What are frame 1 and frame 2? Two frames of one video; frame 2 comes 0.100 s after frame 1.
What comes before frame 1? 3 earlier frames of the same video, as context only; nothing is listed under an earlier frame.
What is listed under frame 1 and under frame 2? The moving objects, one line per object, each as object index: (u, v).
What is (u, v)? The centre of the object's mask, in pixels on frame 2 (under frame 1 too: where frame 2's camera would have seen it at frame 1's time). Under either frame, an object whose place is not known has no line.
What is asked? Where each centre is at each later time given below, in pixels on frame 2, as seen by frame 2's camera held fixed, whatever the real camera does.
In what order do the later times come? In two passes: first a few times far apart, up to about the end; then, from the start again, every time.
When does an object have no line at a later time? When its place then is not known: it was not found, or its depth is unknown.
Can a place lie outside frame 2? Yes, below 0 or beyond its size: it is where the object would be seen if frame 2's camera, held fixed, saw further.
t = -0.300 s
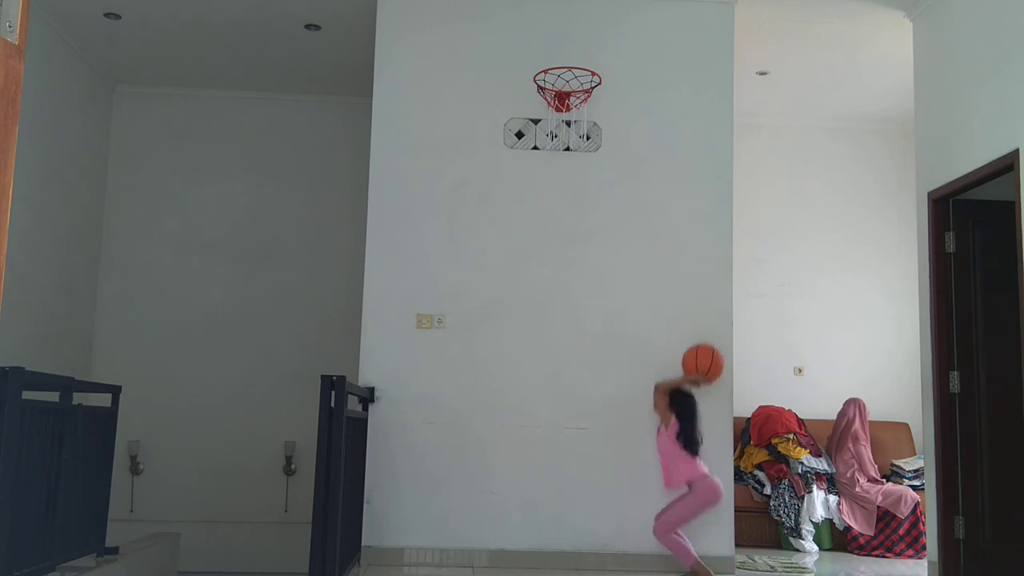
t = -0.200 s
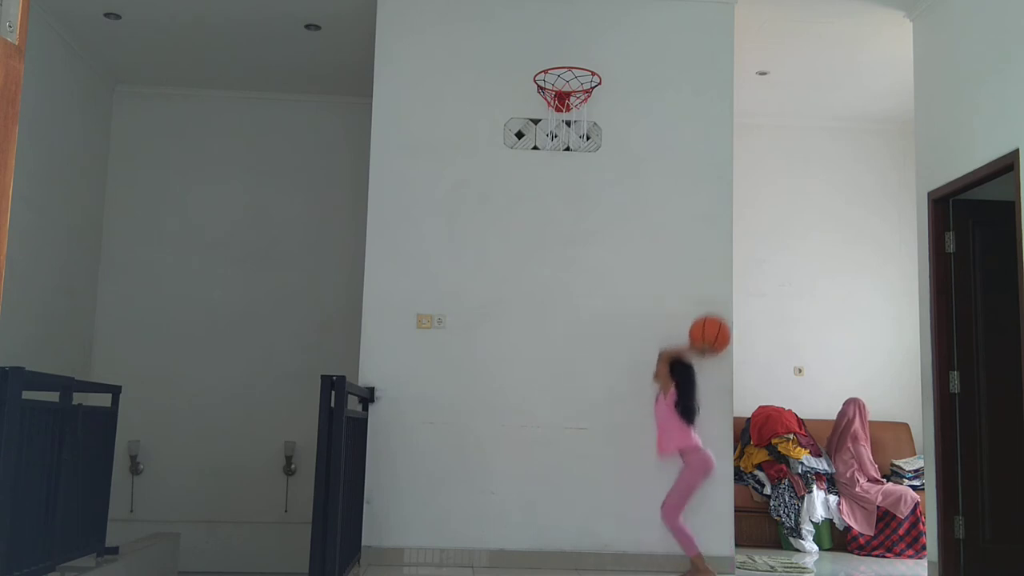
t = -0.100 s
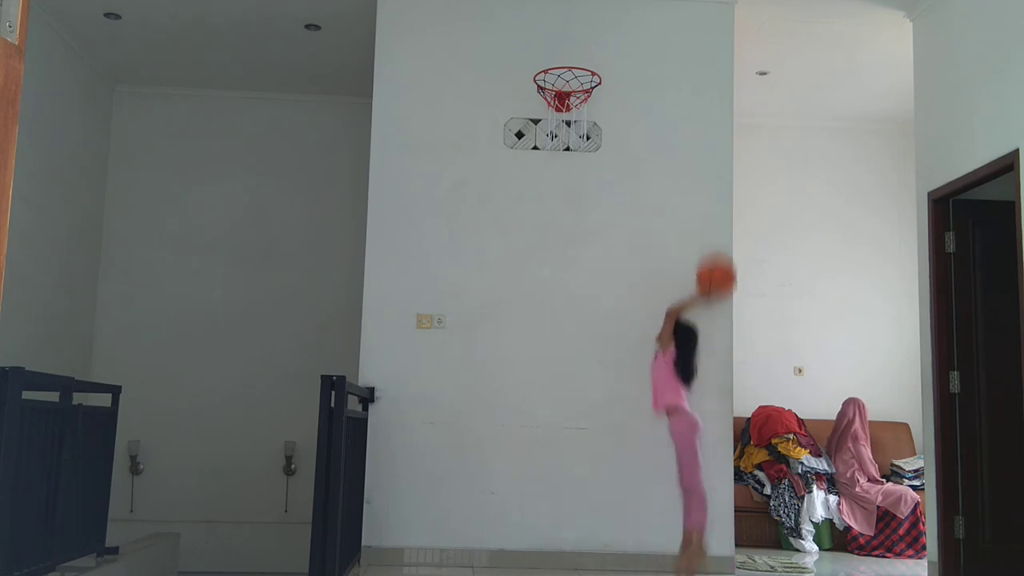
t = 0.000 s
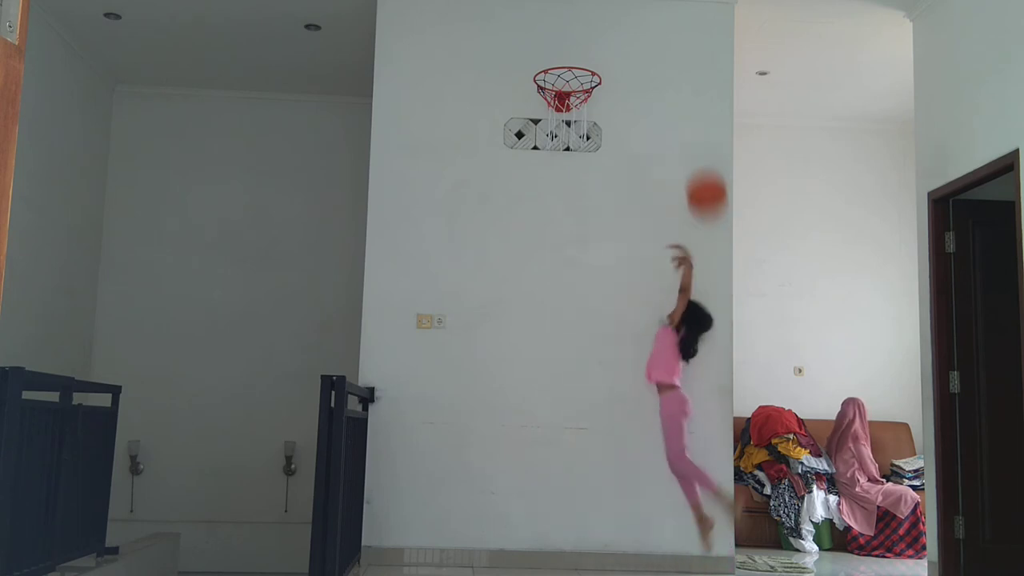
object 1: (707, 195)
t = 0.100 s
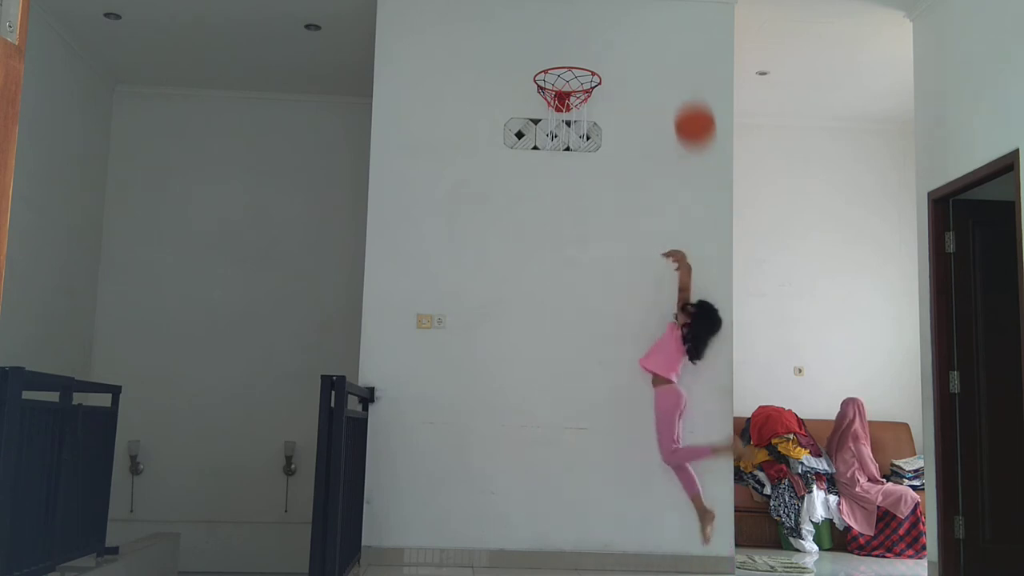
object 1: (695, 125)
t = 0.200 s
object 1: (683, 72)
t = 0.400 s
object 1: (659, 15)
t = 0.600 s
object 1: (634, 18)
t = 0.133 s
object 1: (691, 106)
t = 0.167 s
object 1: (687, 88)
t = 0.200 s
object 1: (683, 72)
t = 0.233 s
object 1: (679, 58)
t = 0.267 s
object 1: (675, 45)
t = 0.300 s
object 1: (671, 35)
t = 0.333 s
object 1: (667, 26)
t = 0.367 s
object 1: (664, 19)
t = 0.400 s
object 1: (659, 15)
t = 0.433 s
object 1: (655, 14)
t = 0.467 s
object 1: (651, 13)
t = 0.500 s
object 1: (647, 12)
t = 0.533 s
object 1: (643, 13)
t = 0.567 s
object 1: (639, 15)
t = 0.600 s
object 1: (634, 18)
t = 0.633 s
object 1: (630, 23)
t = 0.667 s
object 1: (626, 31)
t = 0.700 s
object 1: (622, 41)
